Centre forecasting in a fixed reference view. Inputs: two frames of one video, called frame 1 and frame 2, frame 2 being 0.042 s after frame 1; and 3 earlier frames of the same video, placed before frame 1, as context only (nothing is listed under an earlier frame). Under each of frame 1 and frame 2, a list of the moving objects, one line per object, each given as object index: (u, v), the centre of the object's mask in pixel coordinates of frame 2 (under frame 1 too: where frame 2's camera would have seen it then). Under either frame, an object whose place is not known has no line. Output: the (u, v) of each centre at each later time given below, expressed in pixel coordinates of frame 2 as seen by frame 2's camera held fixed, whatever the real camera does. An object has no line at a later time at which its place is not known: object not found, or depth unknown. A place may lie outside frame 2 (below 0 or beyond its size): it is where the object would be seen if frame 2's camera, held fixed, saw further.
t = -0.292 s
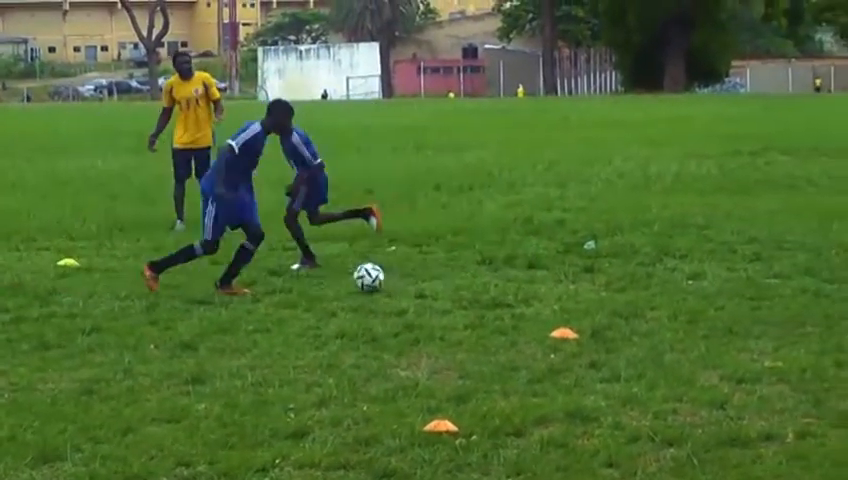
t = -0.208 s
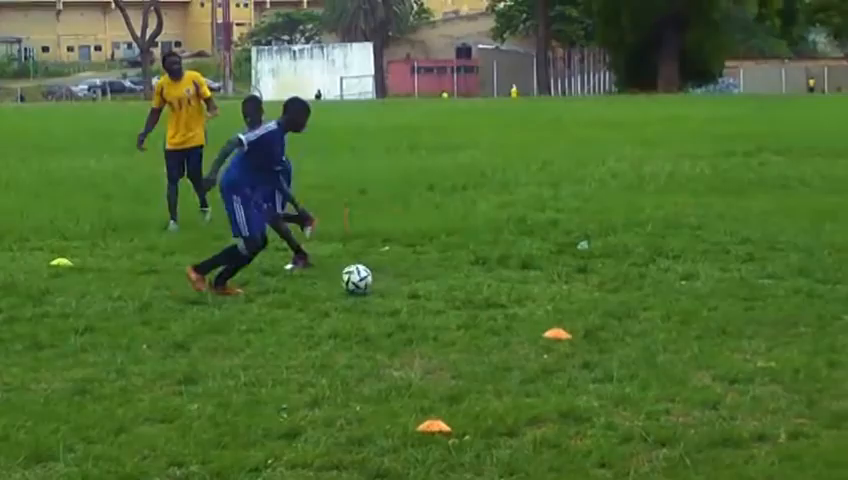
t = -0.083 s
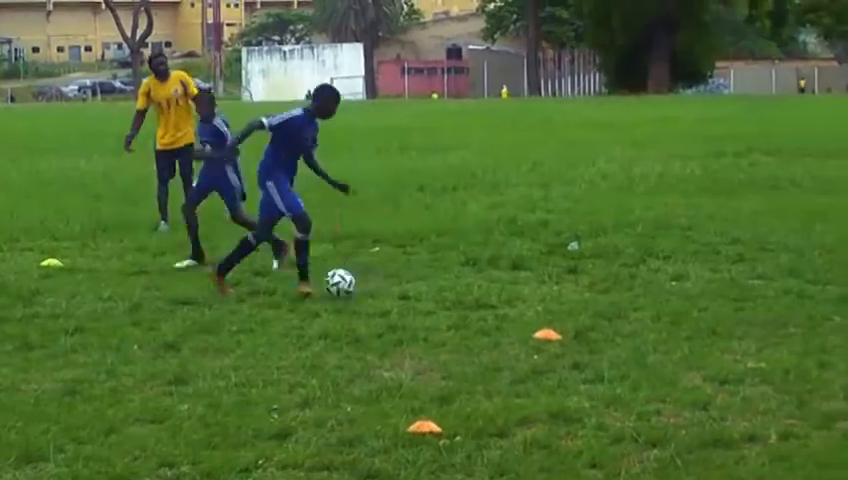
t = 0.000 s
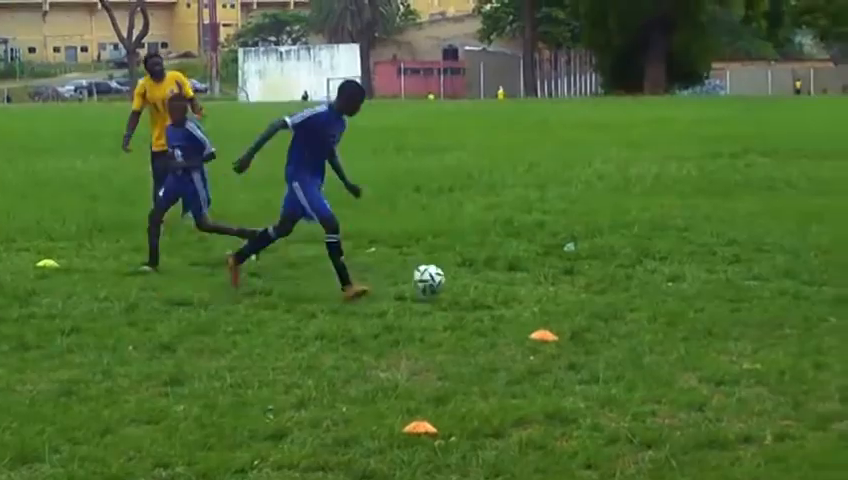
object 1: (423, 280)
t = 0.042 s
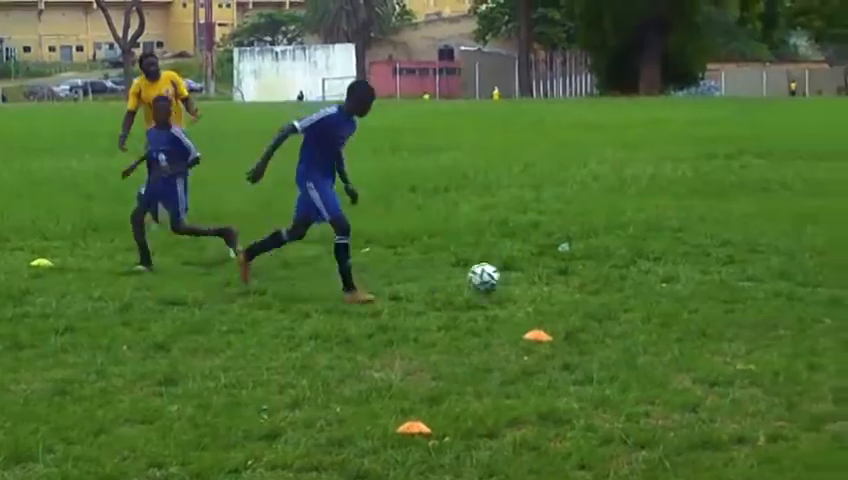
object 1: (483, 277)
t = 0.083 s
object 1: (575, 280)
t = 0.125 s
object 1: (635, 284)
